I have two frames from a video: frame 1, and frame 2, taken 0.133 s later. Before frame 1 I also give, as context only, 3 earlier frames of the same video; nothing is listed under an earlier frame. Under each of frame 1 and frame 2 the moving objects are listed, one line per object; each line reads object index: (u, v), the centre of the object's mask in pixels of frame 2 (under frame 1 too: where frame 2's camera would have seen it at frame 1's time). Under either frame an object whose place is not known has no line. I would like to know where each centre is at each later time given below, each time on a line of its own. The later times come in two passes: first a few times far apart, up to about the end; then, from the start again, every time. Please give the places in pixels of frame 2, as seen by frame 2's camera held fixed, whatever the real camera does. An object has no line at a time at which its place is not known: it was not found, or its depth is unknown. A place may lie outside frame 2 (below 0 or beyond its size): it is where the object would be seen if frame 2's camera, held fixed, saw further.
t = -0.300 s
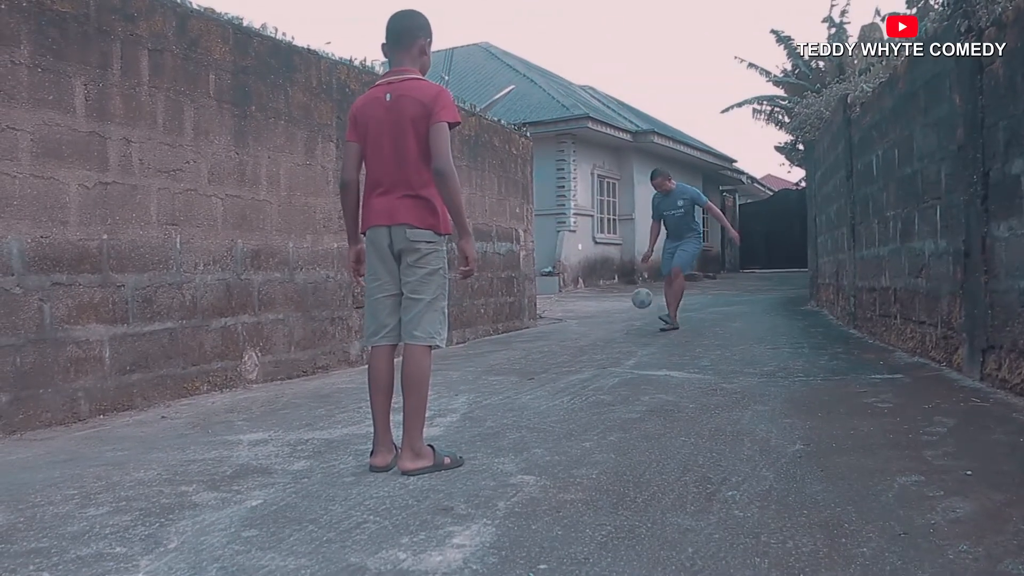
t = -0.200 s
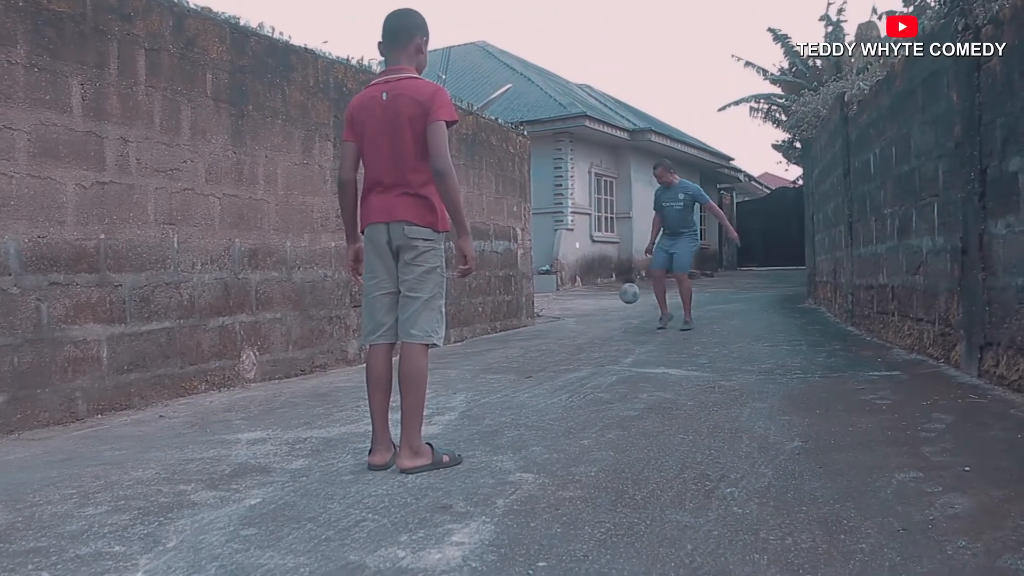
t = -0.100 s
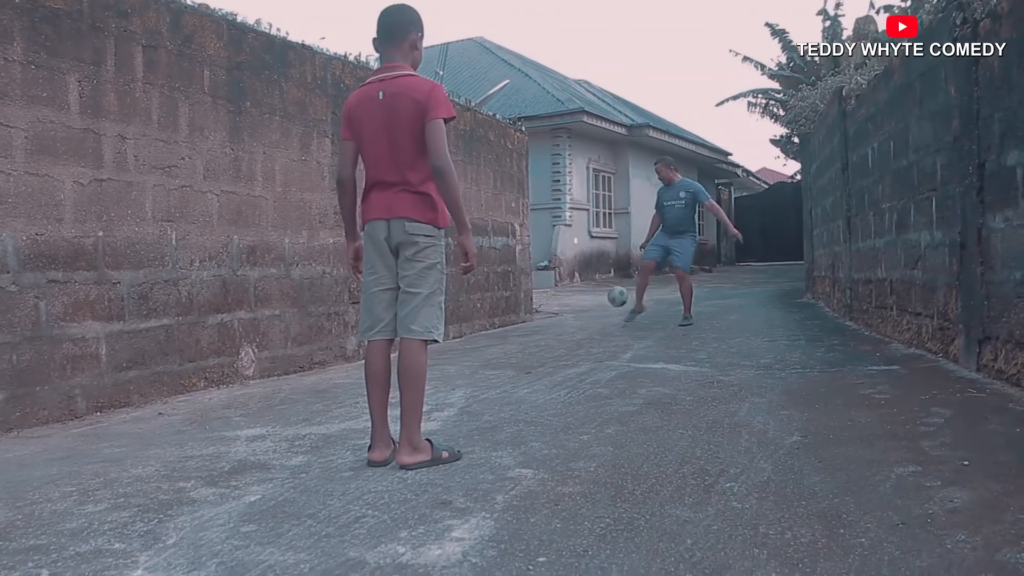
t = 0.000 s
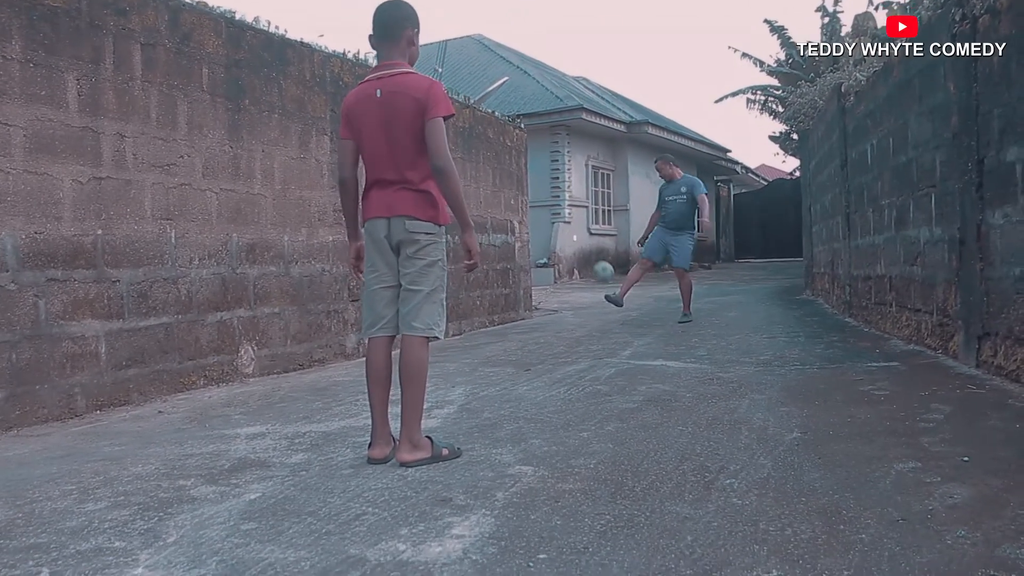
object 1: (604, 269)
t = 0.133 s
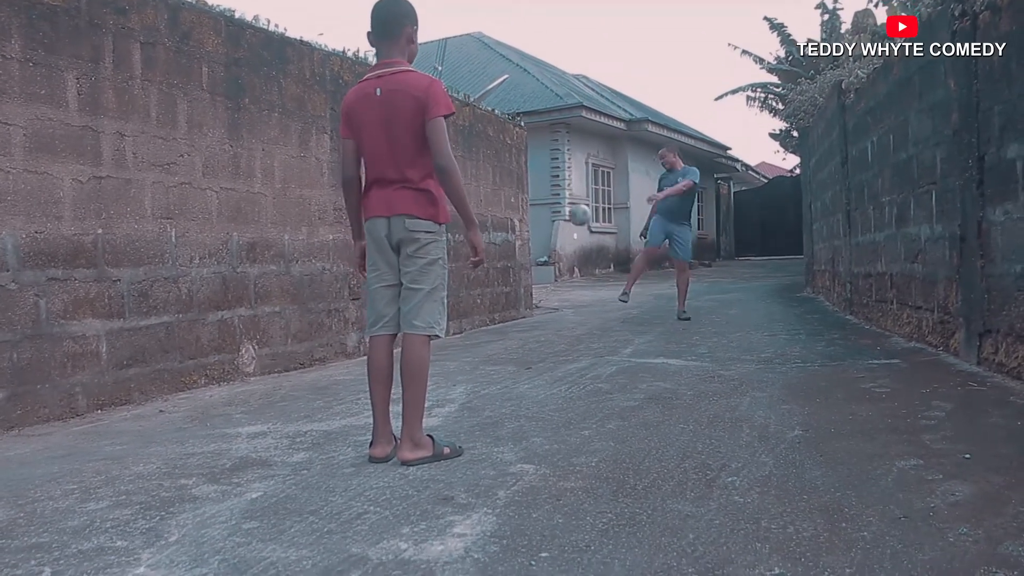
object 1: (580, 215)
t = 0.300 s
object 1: (547, 166)
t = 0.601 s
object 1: (484, 151)
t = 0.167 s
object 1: (573, 204)
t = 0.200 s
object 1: (567, 192)
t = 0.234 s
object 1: (561, 182)
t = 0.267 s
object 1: (554, 174)
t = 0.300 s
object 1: (547, 166)
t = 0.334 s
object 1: (541, 159)
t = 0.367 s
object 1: (535, 154)
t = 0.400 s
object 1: (528, 150)
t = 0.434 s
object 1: (520, 147)
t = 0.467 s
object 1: (514, 144)
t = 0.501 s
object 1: (507, 143)
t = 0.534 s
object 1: (499, 145)
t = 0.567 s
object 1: (492, 148)
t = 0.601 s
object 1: (484, 151)
